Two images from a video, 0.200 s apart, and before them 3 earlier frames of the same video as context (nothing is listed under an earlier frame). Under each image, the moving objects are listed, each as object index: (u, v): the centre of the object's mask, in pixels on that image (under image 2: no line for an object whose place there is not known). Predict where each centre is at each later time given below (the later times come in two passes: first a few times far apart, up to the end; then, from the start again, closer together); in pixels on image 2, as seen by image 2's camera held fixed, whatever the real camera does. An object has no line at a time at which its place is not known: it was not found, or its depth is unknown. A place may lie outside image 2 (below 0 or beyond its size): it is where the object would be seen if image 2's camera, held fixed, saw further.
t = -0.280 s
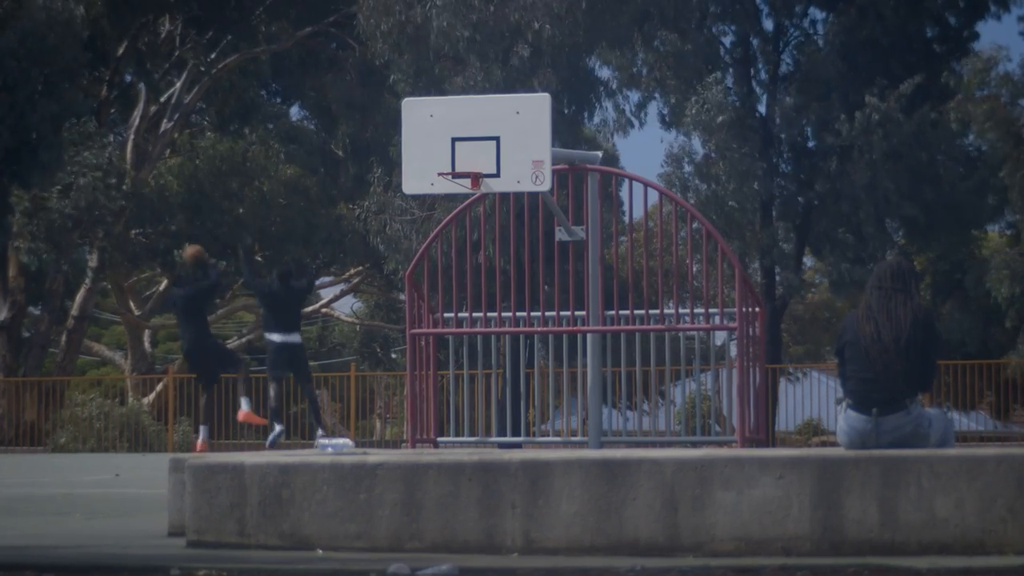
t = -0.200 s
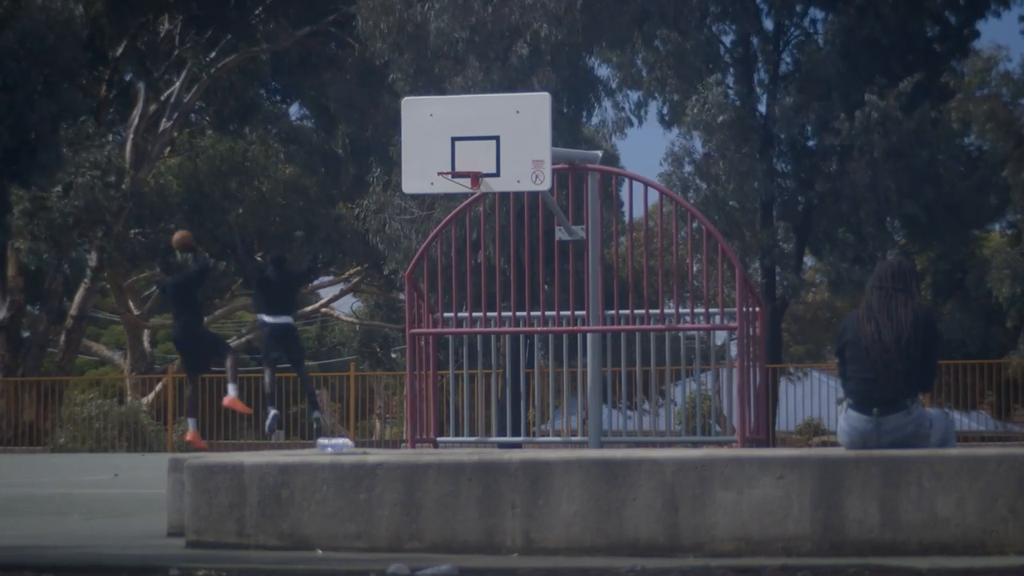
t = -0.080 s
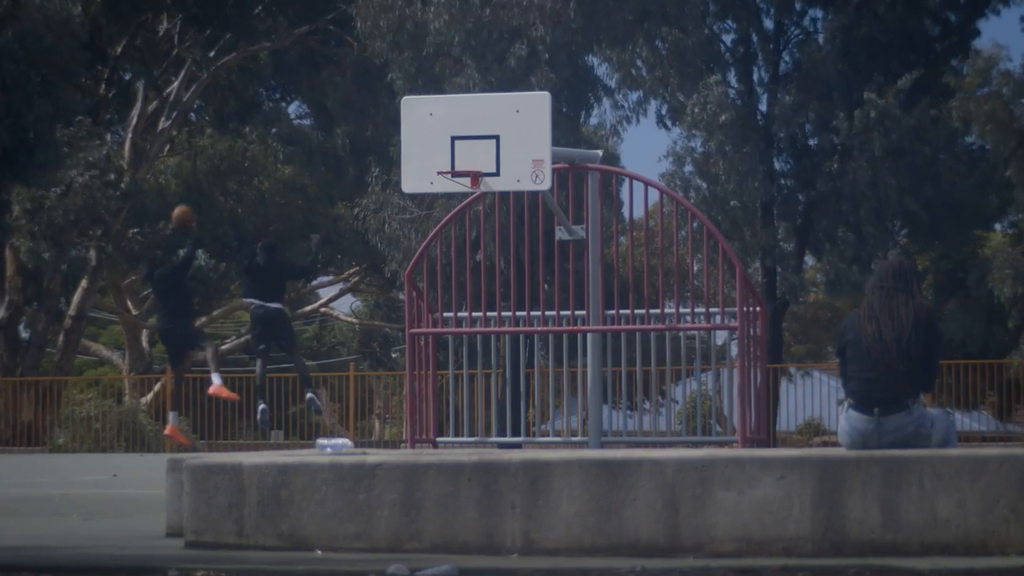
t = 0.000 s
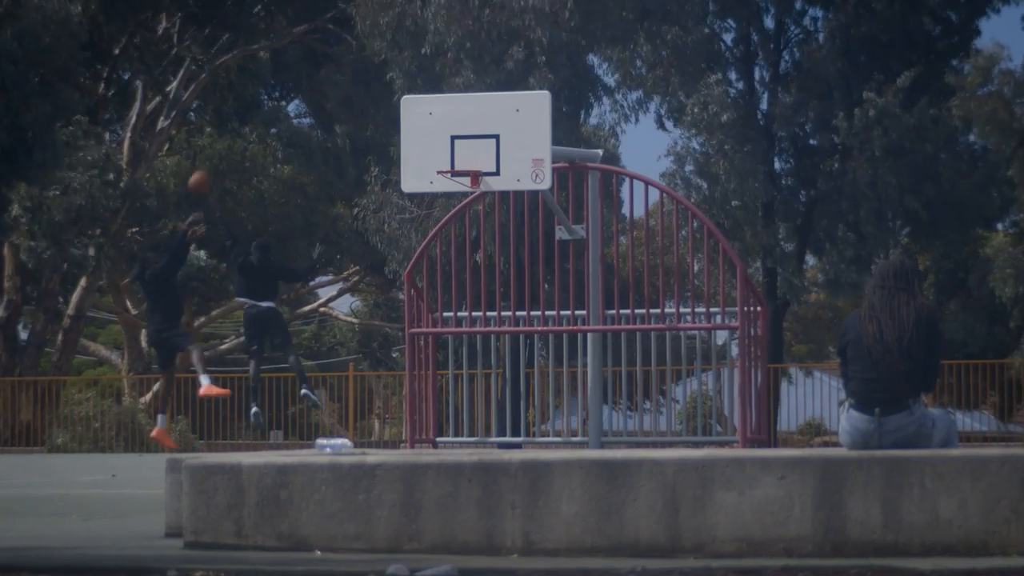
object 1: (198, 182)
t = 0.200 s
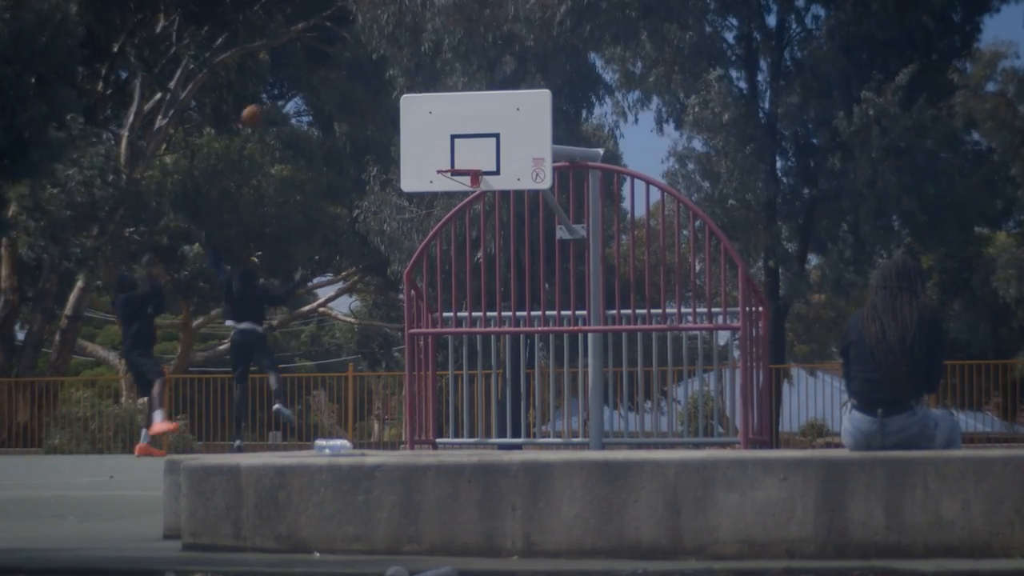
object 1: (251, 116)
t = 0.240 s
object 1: (263, 107)
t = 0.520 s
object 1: (340, 84)
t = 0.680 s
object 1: (385, 103)
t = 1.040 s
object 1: (493, 202)
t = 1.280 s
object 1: (566, 307)
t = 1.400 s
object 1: (605, 381)
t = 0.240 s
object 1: (263, 107)
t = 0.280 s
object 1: (274, 99)
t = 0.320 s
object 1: (285, 93)
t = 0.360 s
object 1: (296, 89)
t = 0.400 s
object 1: (308, 85)
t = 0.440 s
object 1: (318, 84)
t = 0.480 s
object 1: (329, 83)
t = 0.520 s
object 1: (340, 84)
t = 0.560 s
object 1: (351, 87)
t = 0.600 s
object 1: (363, 91)
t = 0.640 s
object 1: (373, 97)
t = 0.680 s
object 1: (385, 103)
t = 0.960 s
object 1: (469, 179)
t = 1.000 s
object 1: (482, 189)
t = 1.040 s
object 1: (493, 202)
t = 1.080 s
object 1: (505, 216)
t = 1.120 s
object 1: (517, 231)
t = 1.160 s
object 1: (529, 247)
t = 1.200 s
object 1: (543, 268)
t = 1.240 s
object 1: (555, 287)
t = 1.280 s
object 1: (566, 307)
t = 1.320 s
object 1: (580, 333)
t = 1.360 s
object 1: (593, 356)
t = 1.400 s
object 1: (605, 381)
